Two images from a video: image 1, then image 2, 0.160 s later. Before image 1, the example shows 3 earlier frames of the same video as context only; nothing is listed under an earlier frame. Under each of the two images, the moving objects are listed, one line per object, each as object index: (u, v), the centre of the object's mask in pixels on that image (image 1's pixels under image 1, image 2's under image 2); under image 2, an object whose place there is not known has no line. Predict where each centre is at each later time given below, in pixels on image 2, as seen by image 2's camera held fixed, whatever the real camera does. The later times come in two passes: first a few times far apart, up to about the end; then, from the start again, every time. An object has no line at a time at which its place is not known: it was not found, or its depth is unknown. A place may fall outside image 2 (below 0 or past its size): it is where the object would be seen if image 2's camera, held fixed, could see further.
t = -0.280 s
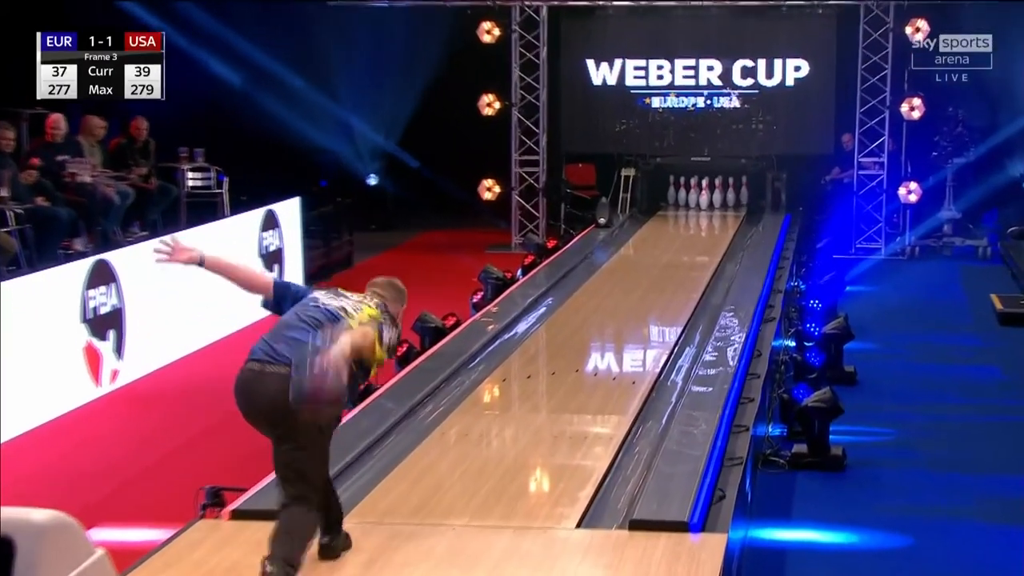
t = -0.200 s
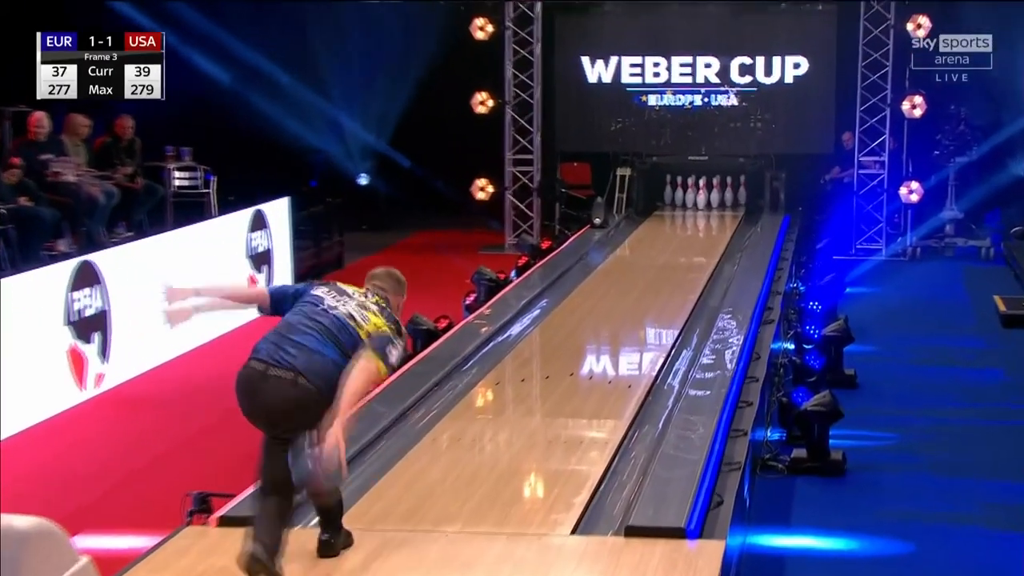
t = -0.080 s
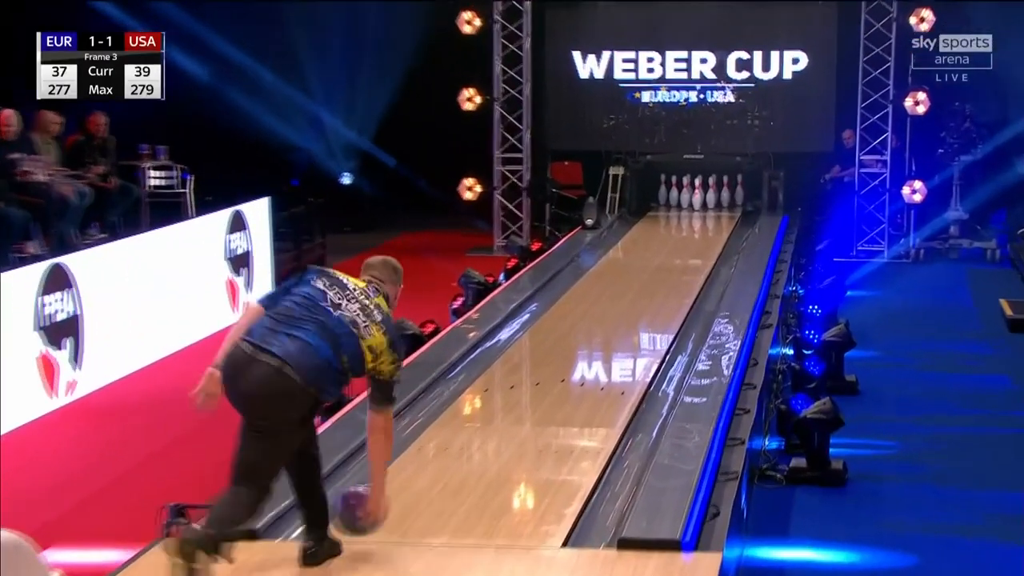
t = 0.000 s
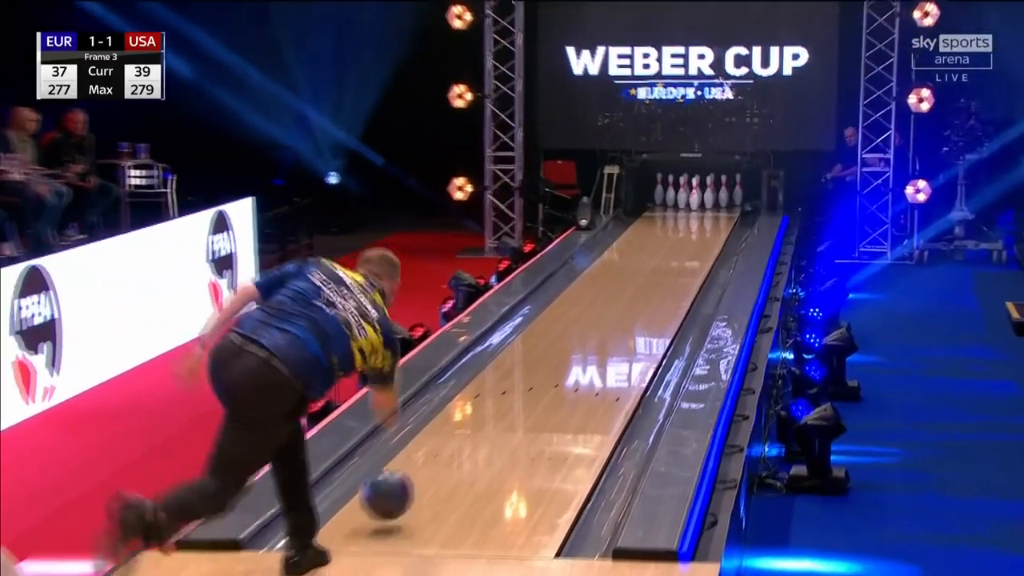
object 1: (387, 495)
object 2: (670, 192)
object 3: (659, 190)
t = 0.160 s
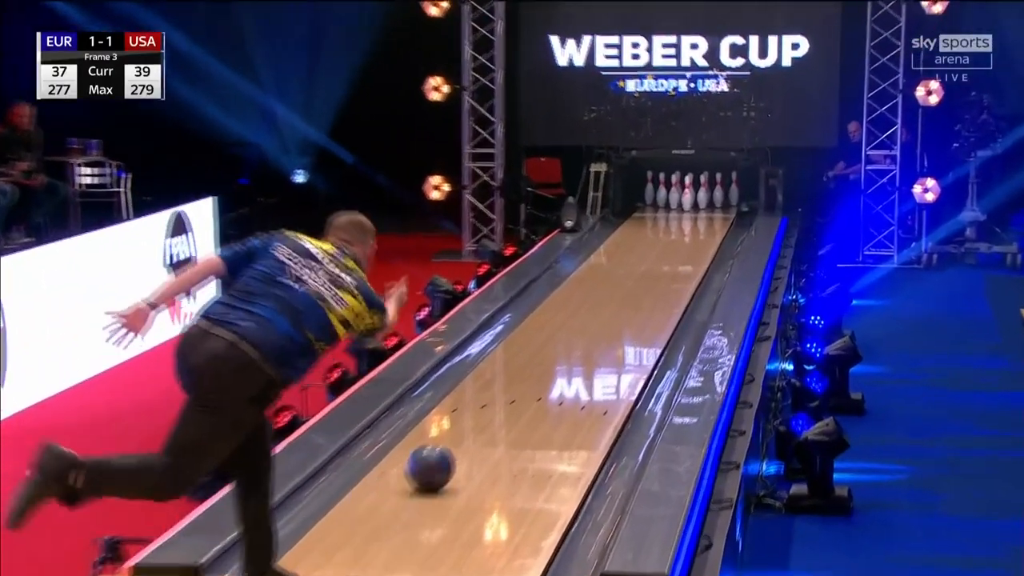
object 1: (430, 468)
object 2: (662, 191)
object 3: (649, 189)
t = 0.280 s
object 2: (660, 191)
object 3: (647, 189)
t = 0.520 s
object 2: (657, 192)
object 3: (643, 191)
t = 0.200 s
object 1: (447, 454)
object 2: (661, 191)
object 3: (648, 189)
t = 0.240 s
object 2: (661, 191)
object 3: (648, 189)
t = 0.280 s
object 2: (660, 191)
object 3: (647, 189)
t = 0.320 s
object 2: (659, 191)
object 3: (646, 189)
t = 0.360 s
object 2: (659, 191)
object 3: (646, 189)
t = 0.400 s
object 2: (658, 192)
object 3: (645, 190)
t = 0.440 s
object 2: (657, 192)
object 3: (644, 190)
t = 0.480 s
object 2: (657, 192)
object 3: (644, 191)
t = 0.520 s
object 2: (657, 192)
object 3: (643, 191)
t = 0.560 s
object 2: (656, 193)
